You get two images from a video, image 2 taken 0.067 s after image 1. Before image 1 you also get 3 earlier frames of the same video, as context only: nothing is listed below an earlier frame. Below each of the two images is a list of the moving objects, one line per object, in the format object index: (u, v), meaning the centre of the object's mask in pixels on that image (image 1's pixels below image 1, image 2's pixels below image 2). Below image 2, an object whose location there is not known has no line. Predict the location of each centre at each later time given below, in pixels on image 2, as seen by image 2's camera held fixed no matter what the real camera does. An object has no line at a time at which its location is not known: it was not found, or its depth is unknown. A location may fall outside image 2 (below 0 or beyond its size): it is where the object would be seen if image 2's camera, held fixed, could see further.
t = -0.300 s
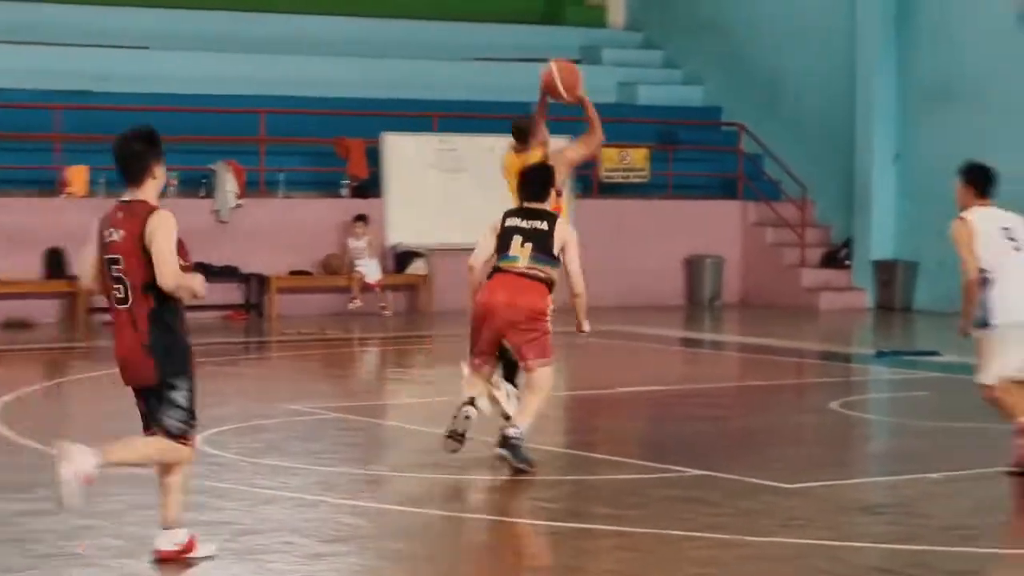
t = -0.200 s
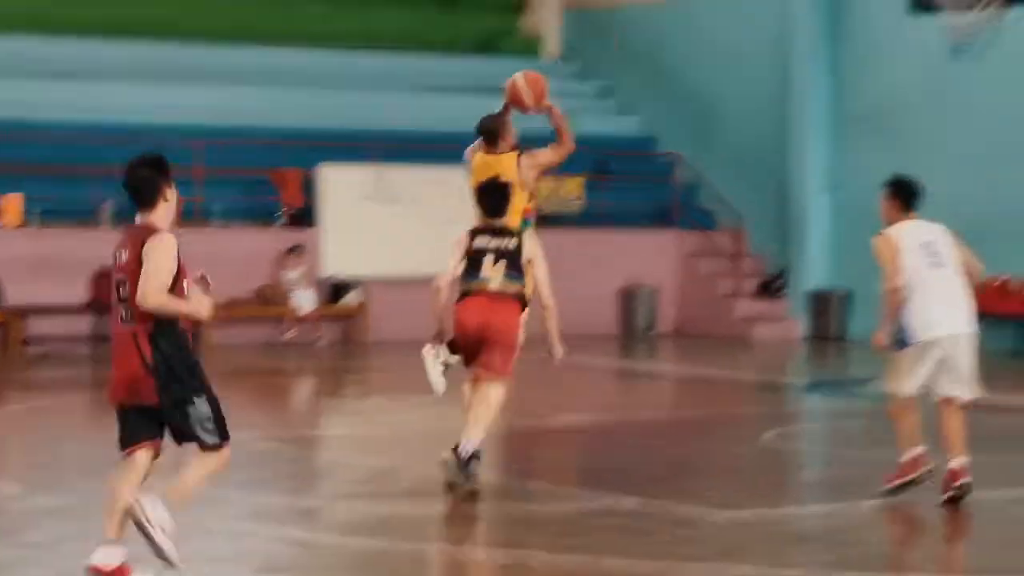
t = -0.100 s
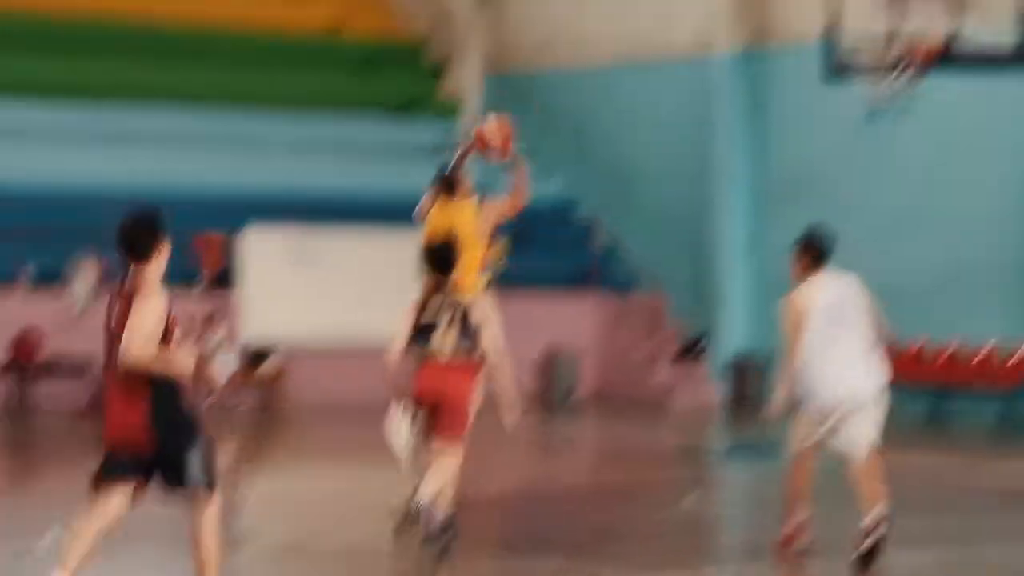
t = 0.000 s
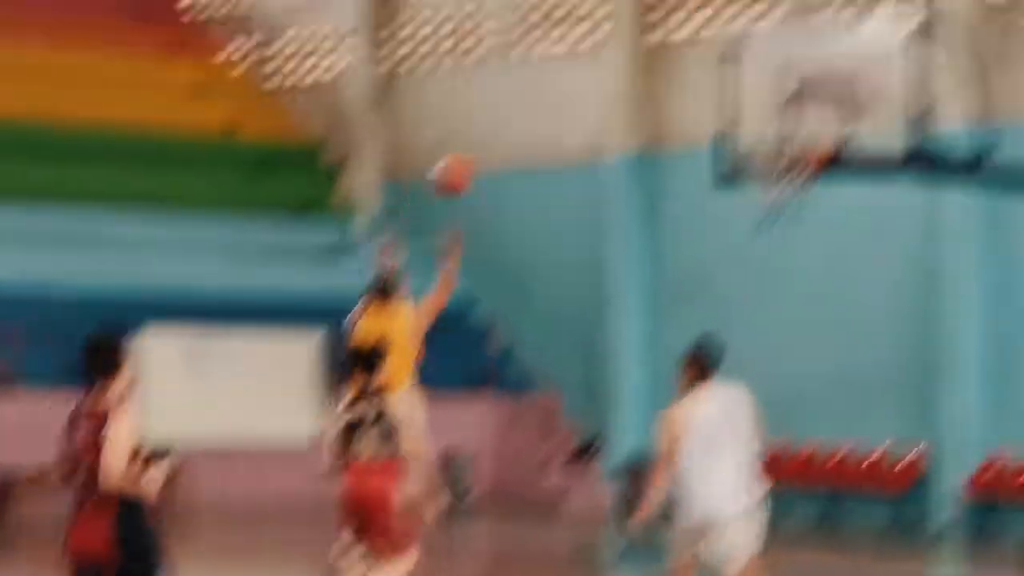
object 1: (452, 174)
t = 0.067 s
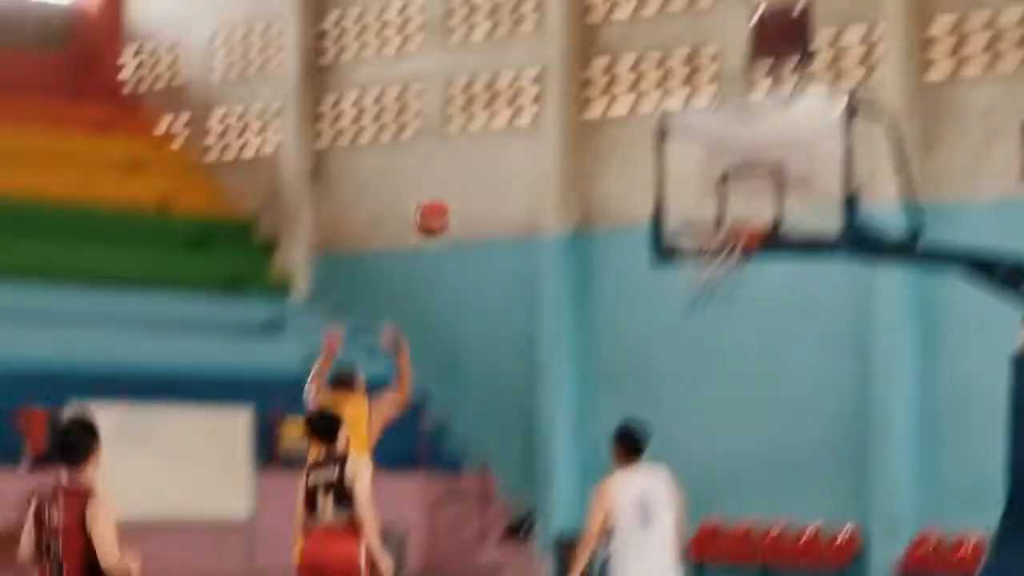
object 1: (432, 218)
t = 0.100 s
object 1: (451, 202)
